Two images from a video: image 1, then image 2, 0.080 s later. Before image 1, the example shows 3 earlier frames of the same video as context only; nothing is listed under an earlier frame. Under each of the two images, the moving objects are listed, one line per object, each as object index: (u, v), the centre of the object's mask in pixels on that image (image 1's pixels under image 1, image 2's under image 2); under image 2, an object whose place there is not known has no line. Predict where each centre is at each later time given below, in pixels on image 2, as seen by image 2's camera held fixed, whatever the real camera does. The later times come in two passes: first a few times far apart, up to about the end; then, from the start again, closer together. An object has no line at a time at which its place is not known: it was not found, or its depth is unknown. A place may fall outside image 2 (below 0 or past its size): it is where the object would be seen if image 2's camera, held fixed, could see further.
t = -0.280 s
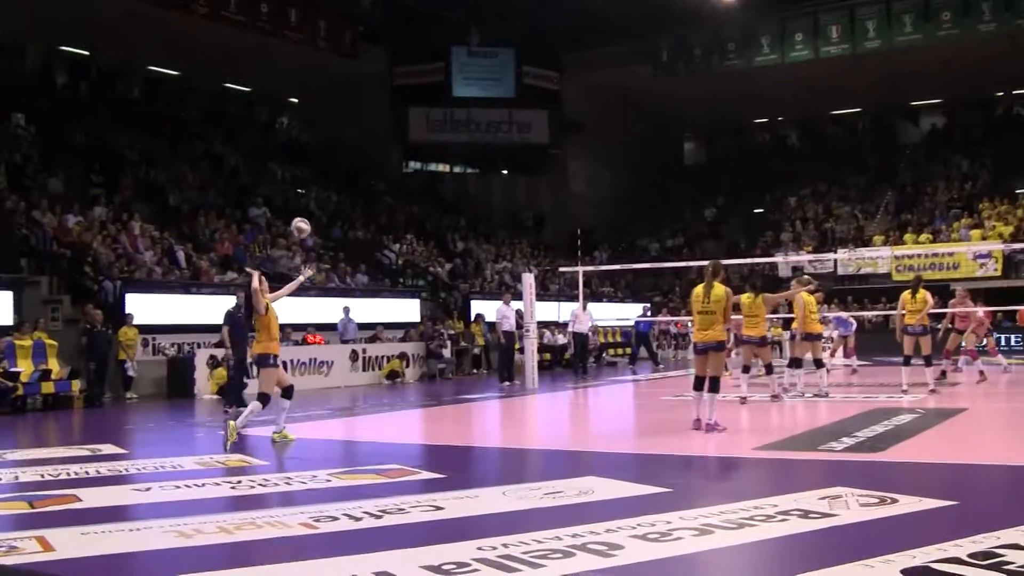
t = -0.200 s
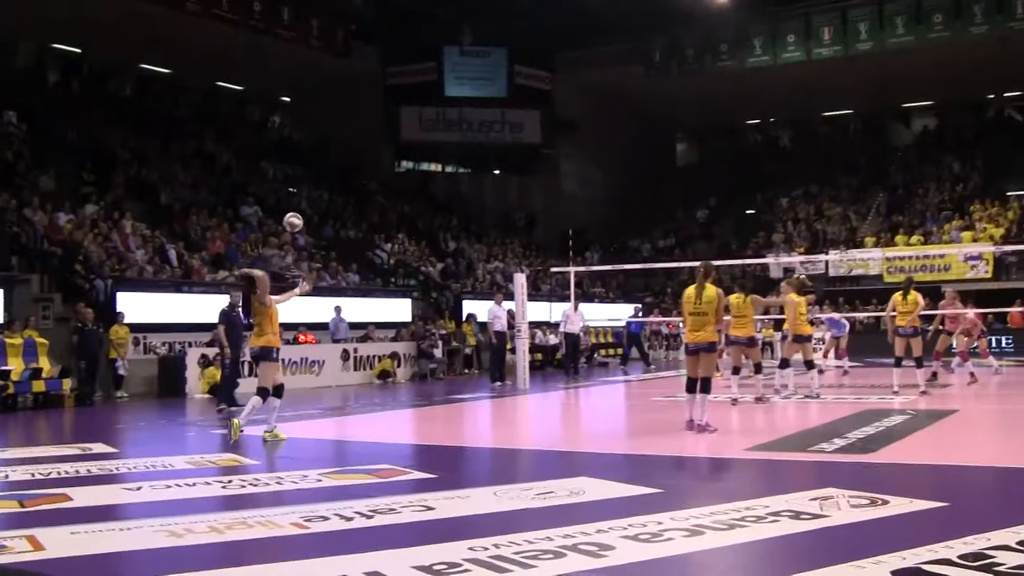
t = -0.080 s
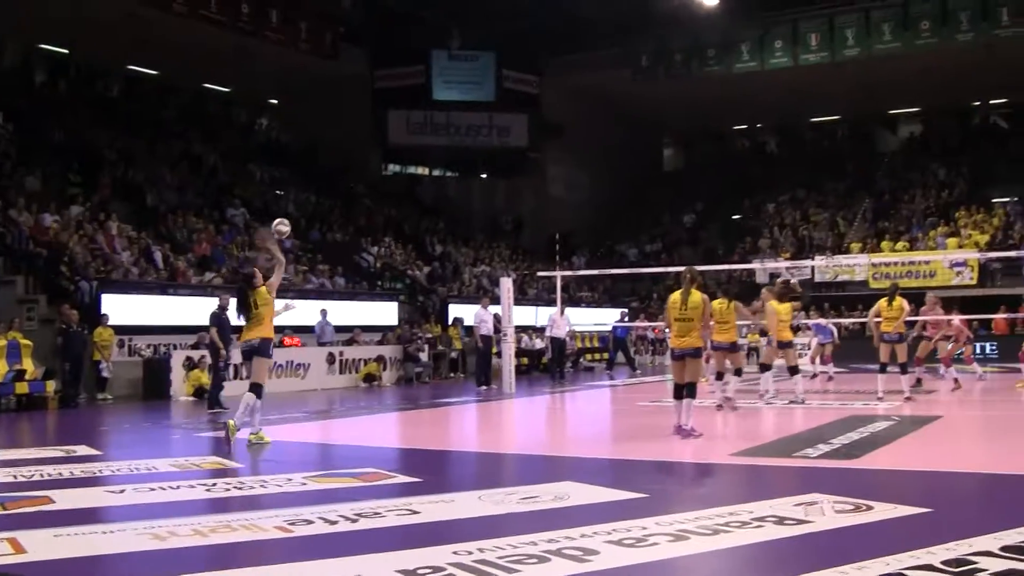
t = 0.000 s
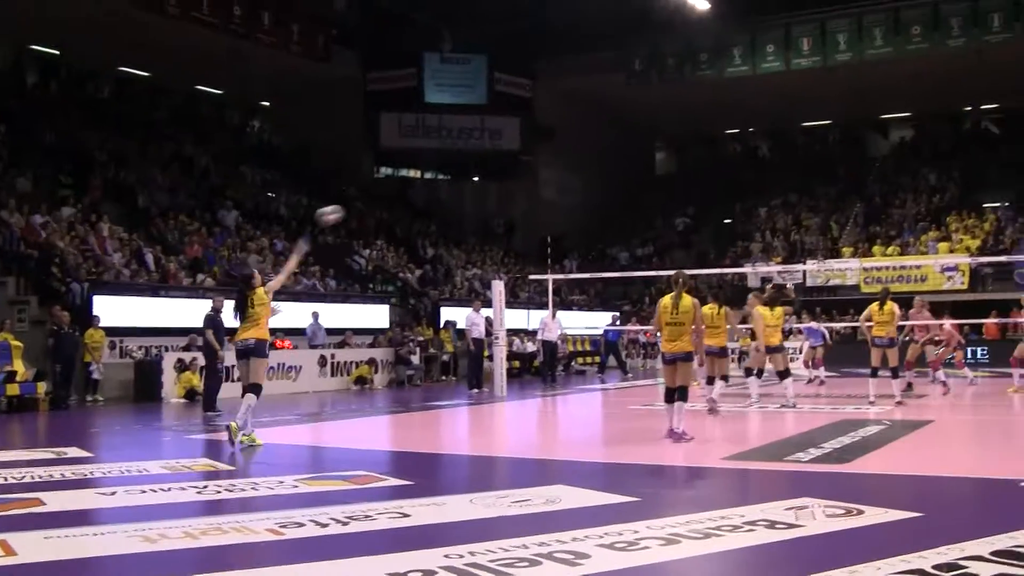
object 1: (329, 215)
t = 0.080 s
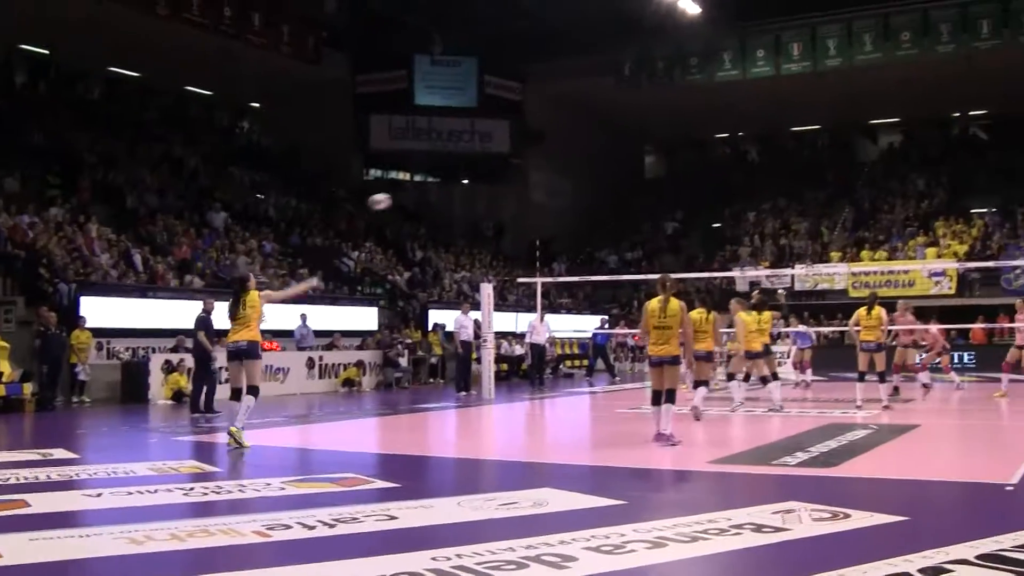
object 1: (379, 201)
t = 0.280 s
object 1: (494, 192)
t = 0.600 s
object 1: (611, 225)
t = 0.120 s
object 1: (406, 197)
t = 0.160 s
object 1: (431, 192)
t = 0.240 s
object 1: (475, 191)
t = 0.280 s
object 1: (494, 192)
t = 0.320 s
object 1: (511, 193)
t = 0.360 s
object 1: (528, 196)
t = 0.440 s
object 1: (559, 203)
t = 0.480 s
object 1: (574, 207)
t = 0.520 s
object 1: (587, 212)
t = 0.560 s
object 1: (600, 218)
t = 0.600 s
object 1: (611, 225)
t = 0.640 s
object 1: (623, 231)
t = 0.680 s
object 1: (633, 239)
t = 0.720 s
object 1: (643, 247)
